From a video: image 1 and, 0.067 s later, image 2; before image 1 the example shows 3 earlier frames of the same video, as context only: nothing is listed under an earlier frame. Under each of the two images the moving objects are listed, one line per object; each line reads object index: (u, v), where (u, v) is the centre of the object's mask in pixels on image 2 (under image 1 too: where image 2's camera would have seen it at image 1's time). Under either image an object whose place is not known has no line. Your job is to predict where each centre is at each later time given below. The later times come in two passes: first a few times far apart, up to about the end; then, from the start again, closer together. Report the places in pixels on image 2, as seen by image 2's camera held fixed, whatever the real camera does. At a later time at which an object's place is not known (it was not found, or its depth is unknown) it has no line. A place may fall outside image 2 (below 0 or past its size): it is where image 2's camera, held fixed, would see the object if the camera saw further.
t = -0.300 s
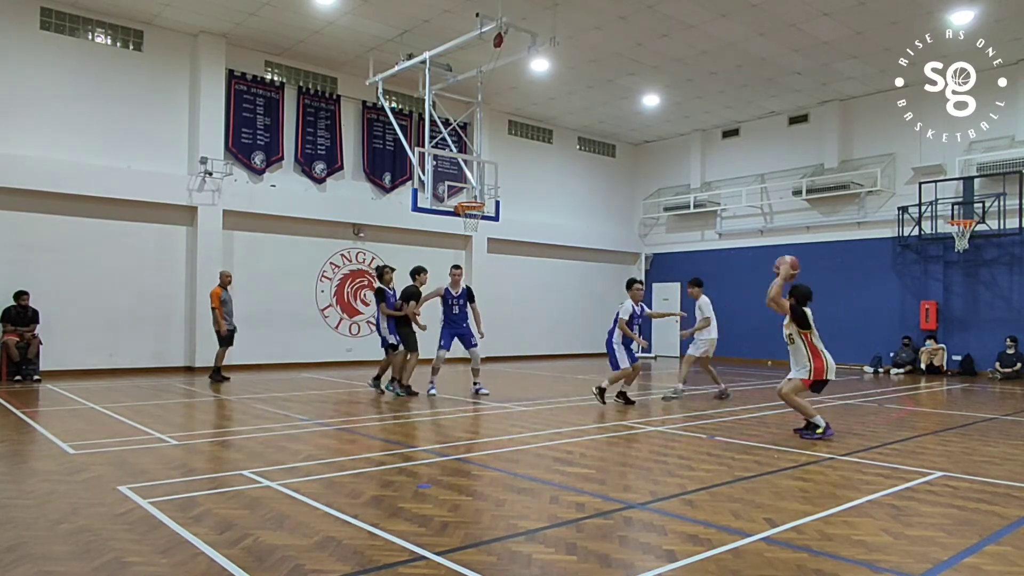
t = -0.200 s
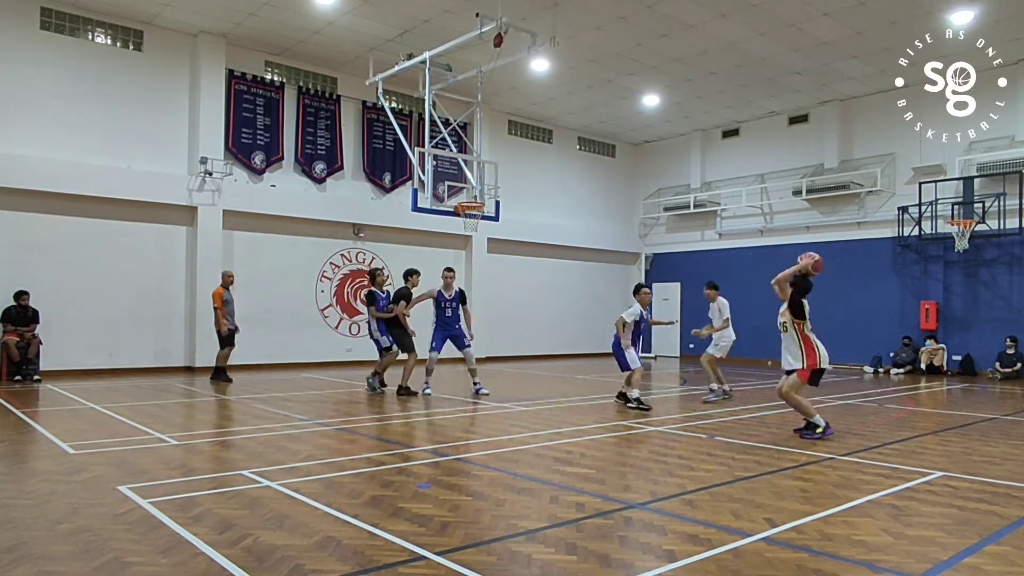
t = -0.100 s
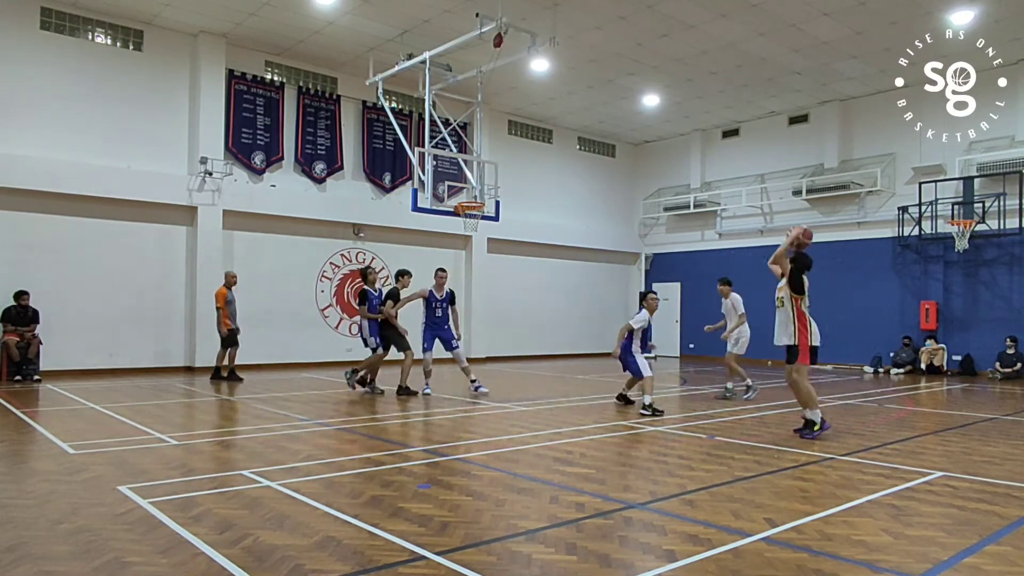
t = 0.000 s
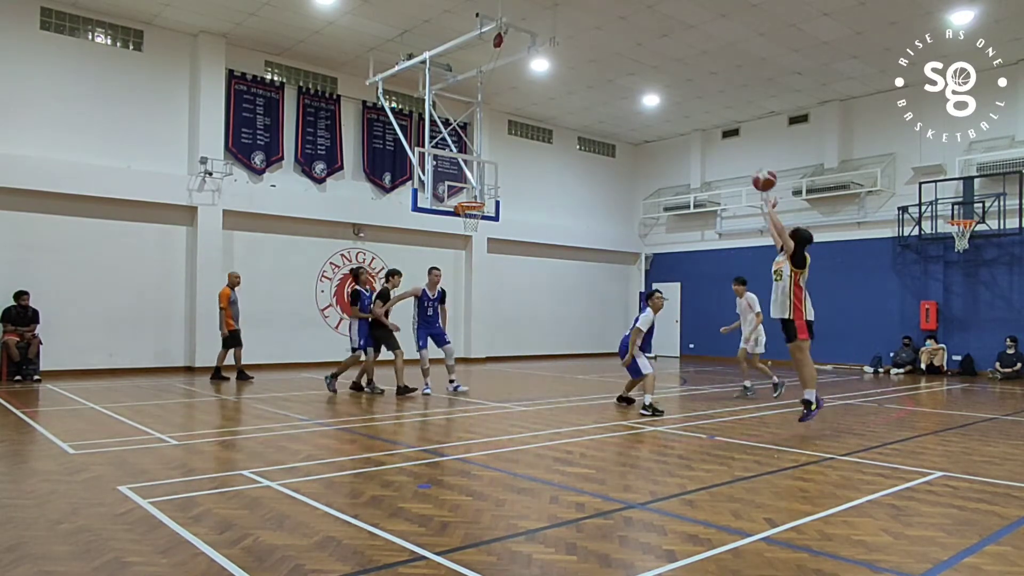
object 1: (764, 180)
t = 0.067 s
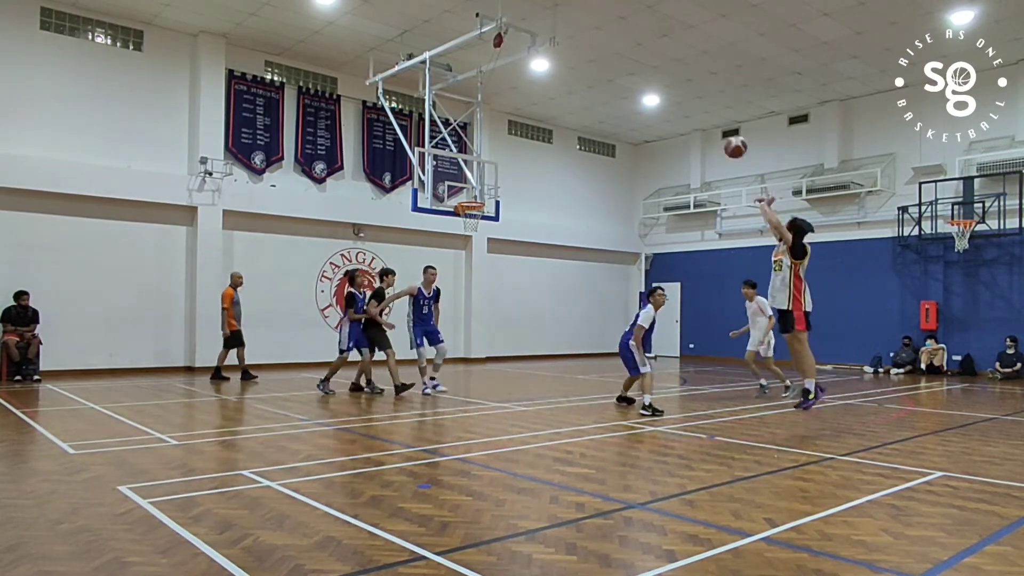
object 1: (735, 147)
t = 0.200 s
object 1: (684, 100)
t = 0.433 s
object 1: (612, 64)
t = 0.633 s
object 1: (563, 68)
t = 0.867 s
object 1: (516, 102)
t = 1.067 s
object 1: (483, 151)
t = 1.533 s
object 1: (475, 154)
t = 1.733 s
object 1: (485, 151)
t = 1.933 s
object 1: (495, 172)
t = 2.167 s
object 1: (507, 225)
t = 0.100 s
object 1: (722, 133)
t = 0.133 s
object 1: (709, 121)
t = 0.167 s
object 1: (697, 110)
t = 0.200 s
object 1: (684, 100)
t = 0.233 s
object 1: (673, 92)
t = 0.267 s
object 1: (662, 85)
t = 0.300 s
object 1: (651, 79)
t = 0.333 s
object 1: (641, 74)
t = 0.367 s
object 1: (631, 70)
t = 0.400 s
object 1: (621, 67)
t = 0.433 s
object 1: (612, 64)
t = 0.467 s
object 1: (603, 63)
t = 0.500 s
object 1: (595, 62)
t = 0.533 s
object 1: (587, 62)
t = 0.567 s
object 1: (579, 63)
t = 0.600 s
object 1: (571, 65)
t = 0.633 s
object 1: (563, 68)
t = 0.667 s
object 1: (557, 71)
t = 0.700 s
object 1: (550, 76)
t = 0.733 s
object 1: (543, 80)
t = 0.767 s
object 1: (536, 84)
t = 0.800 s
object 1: (529, 89)
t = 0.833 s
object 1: (523, 95)
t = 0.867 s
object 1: (516, 102)
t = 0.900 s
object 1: (510, 109)
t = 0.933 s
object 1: (505, 117)
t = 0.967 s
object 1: (499, 124)
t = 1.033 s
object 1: (488, 142)
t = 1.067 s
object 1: (483, 151)
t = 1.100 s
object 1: (477, 161)
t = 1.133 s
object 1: (472, 171)
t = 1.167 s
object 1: (467, 181)
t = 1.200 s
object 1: (463, 192)
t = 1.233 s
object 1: (459, 197)
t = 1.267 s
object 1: (461, 190)
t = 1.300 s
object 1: (463, 182)
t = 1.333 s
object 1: (463, 177)
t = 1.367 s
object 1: (465, 172)
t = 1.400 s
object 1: (467, 167)
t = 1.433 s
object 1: (469, 163)
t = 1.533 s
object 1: (475, 154)
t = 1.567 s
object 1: (476, 152)
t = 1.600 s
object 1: (478, 151)
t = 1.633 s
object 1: (479, 150)
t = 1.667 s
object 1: (481, 150)
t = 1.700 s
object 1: (483, 150)
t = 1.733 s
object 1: (485, 151)
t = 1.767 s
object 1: (486, 153)
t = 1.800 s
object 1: (488, 156)
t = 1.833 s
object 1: (490, 159)
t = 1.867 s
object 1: (492, 163)
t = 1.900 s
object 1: (494, 167)
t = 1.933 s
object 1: (495, 172)
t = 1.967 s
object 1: (497, 178)
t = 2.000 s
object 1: (499, 184)
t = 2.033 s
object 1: (501, 191)
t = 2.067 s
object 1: (503, 199)
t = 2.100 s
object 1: (504, 207)
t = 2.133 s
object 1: (506, 216)
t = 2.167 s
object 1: (507, 225)
